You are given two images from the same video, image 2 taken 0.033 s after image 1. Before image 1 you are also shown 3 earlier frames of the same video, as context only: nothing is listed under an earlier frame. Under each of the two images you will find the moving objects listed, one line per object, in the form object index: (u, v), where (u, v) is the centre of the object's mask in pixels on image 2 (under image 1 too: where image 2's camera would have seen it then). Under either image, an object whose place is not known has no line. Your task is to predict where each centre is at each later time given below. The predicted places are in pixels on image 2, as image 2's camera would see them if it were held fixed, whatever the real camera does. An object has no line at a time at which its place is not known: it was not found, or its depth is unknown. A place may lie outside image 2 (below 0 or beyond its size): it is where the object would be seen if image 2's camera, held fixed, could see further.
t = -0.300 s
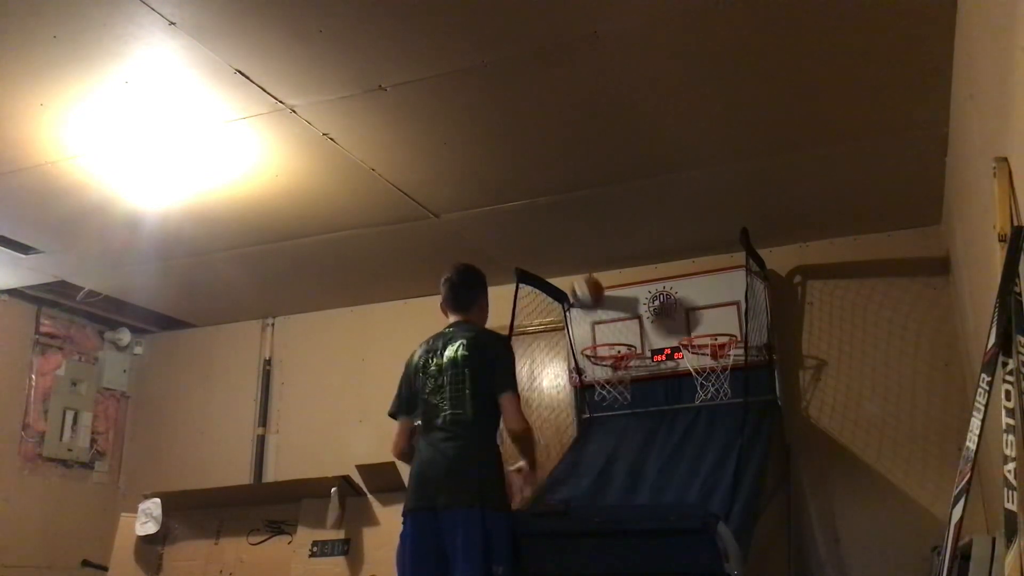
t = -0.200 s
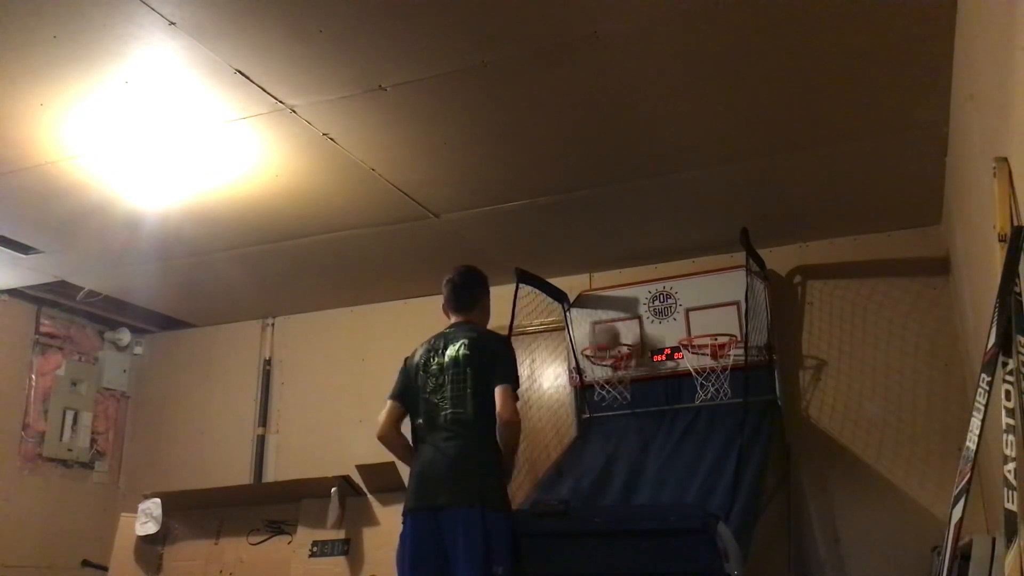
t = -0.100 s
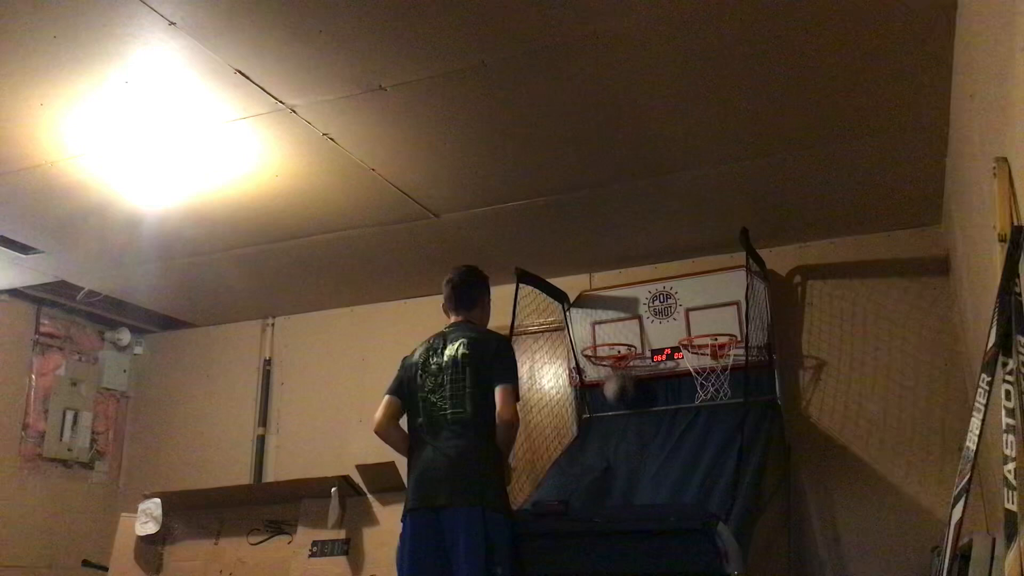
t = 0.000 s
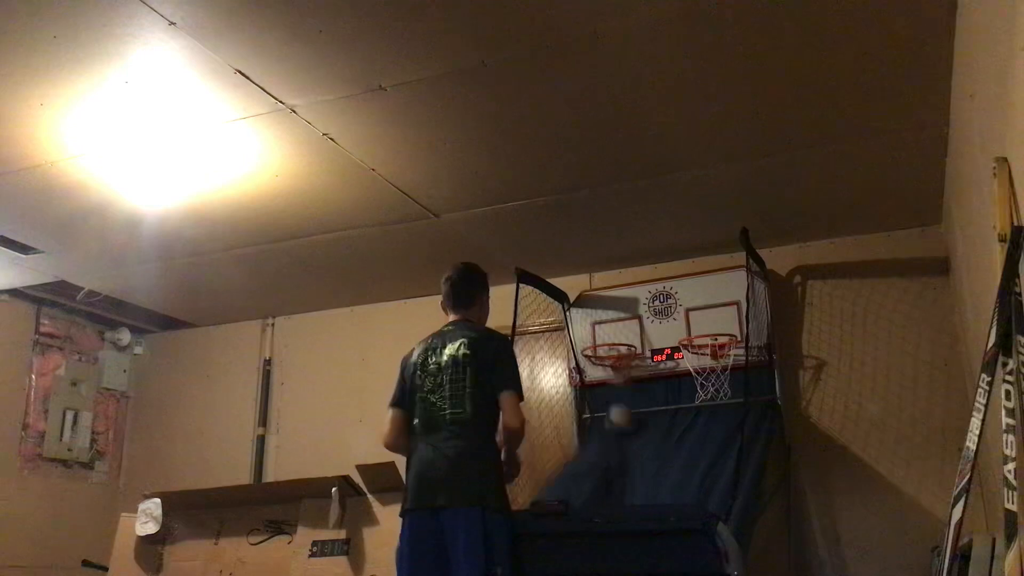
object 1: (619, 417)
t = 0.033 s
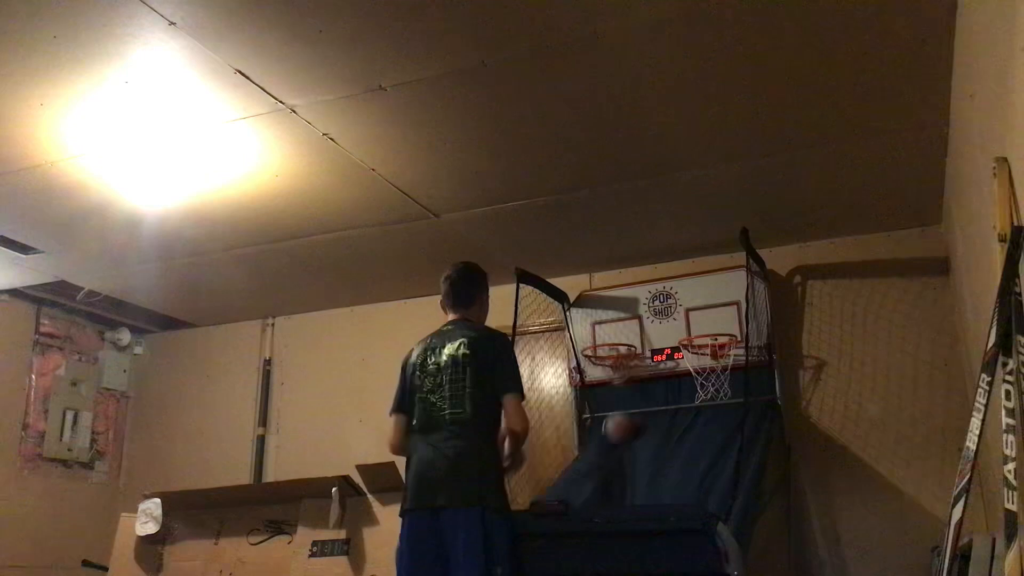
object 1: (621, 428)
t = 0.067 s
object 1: (616, 436)
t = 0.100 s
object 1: (610, 443)
